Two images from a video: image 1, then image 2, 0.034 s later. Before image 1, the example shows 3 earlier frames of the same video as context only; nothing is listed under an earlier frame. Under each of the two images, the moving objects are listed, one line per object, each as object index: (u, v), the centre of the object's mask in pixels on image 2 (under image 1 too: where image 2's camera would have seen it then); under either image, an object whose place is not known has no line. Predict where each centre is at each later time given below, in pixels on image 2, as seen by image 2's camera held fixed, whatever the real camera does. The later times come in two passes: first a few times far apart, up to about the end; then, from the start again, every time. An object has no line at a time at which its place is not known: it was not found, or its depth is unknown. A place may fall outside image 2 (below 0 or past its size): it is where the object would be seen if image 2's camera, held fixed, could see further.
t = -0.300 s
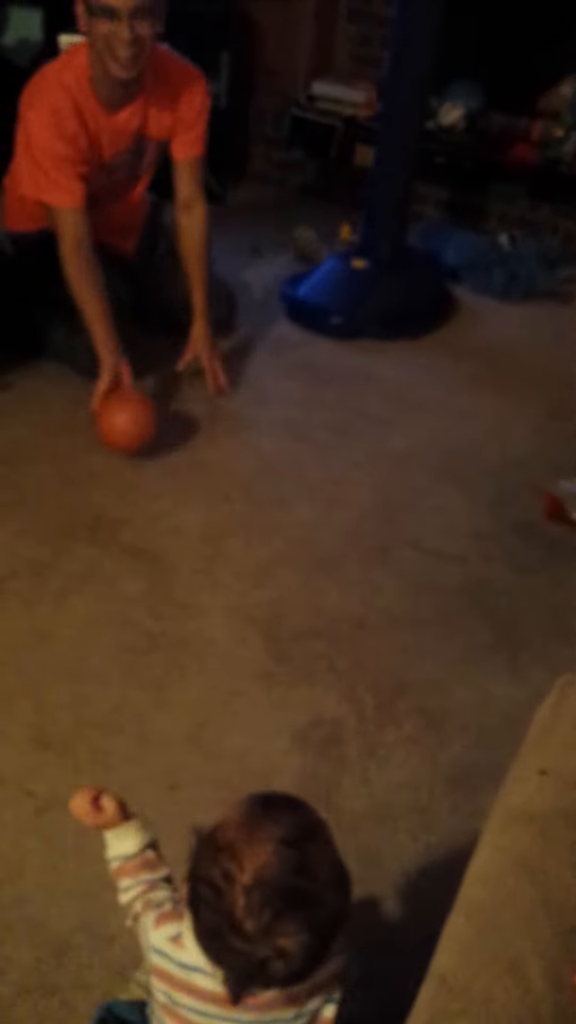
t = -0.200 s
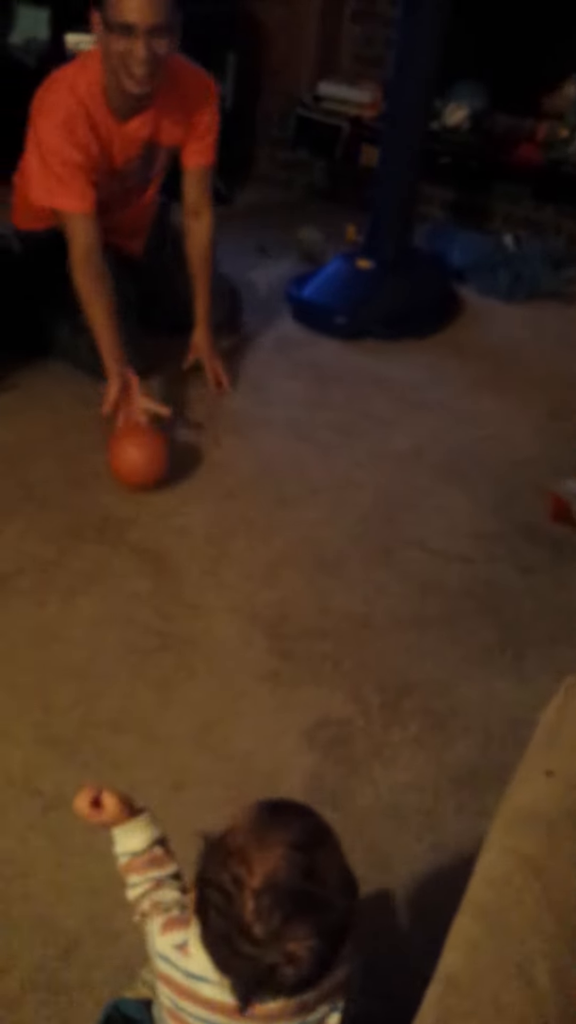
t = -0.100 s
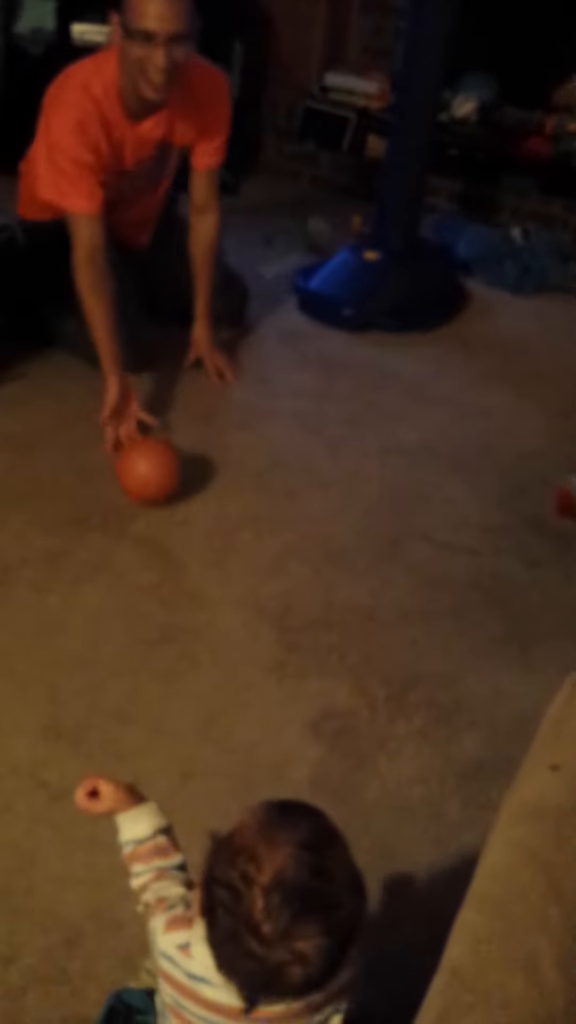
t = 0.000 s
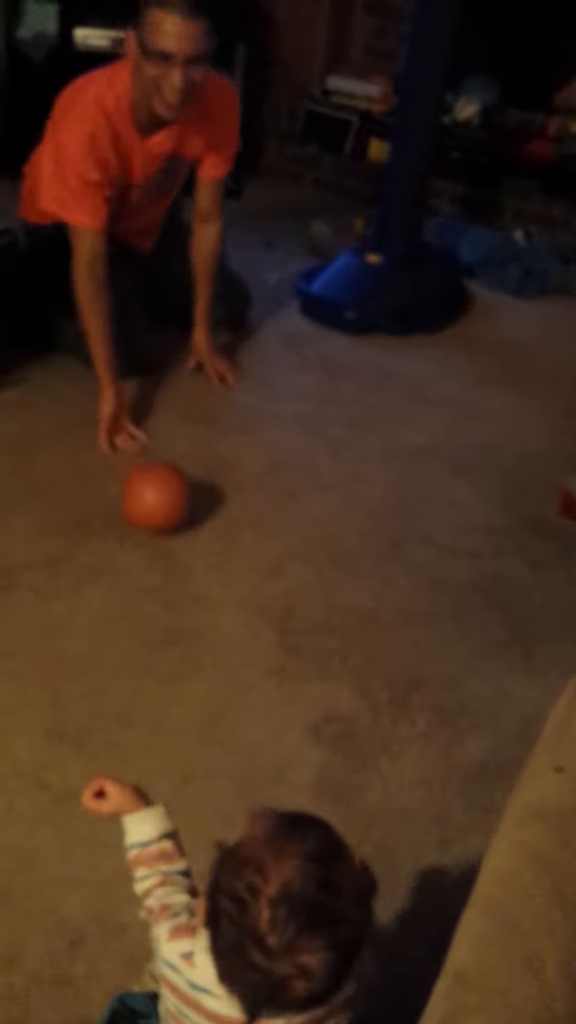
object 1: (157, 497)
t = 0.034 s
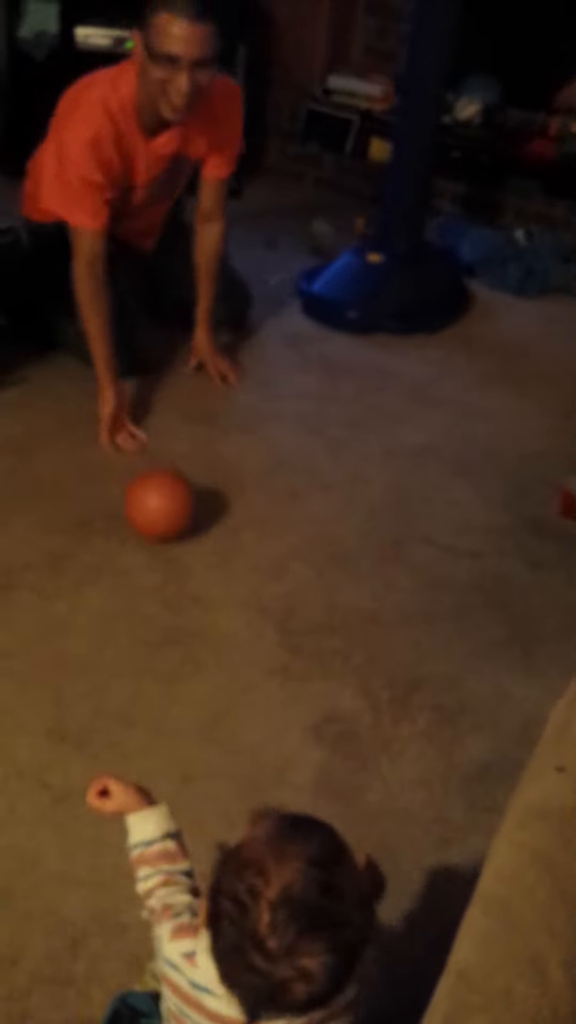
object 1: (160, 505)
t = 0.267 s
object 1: (171, 567)
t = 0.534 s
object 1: (183, 650)
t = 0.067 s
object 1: (161, 513)
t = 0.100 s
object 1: (163, 522)
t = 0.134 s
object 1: (165, 532)
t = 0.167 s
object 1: (167, 541)
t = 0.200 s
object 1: (168, 547)
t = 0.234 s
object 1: (169, 557)
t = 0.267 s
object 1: (171, 567)
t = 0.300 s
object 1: (173, 577)
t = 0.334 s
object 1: (174, 587)
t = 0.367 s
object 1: (175, 598)
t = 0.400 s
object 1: (175, 607)
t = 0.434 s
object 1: (177, 618)
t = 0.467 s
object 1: (178, 629)
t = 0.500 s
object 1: (180, 639)
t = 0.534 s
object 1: (183, 650)
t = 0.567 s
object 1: (185, 662)
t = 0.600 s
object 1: (188, 672)
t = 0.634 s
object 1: (189, 682)
